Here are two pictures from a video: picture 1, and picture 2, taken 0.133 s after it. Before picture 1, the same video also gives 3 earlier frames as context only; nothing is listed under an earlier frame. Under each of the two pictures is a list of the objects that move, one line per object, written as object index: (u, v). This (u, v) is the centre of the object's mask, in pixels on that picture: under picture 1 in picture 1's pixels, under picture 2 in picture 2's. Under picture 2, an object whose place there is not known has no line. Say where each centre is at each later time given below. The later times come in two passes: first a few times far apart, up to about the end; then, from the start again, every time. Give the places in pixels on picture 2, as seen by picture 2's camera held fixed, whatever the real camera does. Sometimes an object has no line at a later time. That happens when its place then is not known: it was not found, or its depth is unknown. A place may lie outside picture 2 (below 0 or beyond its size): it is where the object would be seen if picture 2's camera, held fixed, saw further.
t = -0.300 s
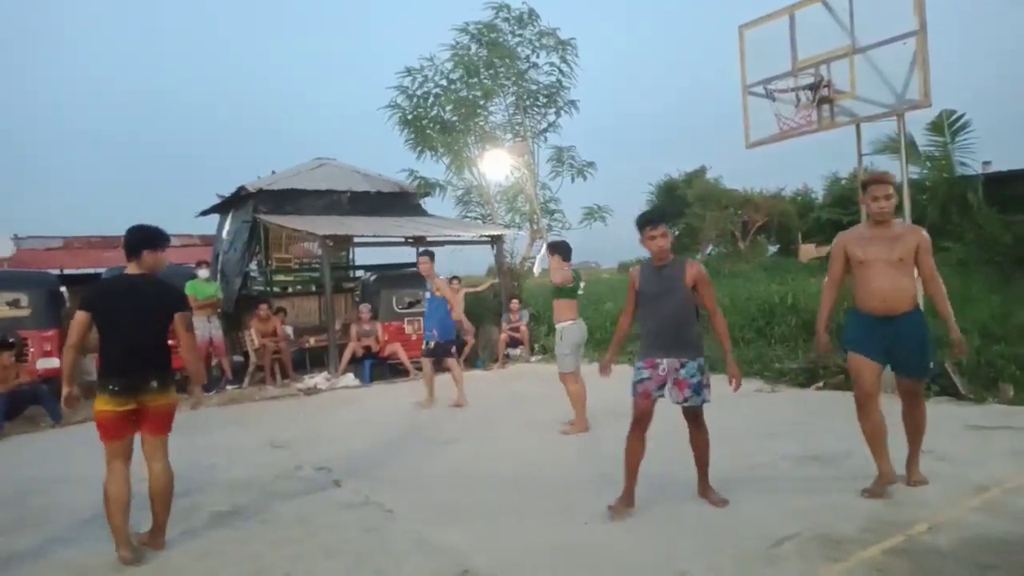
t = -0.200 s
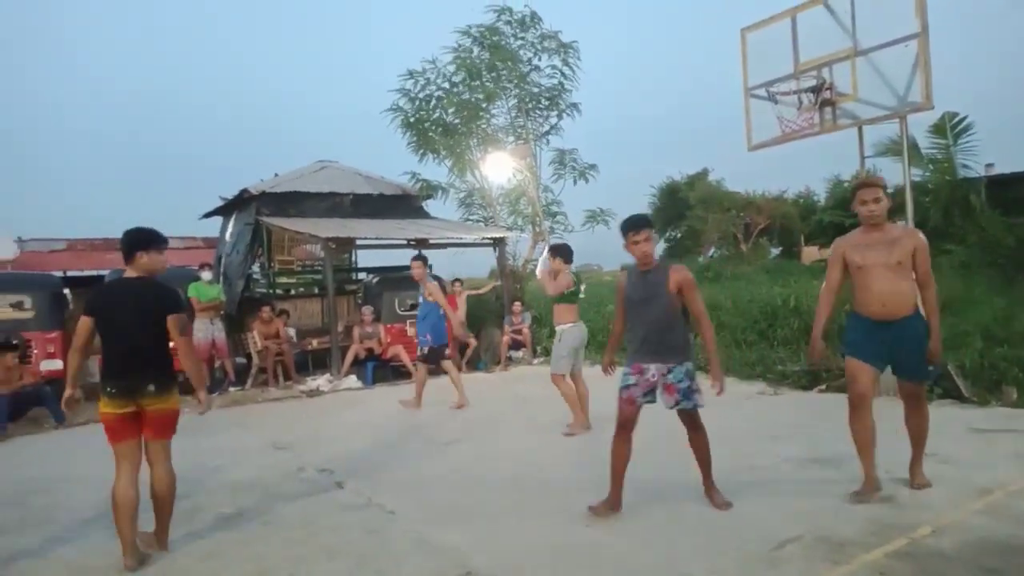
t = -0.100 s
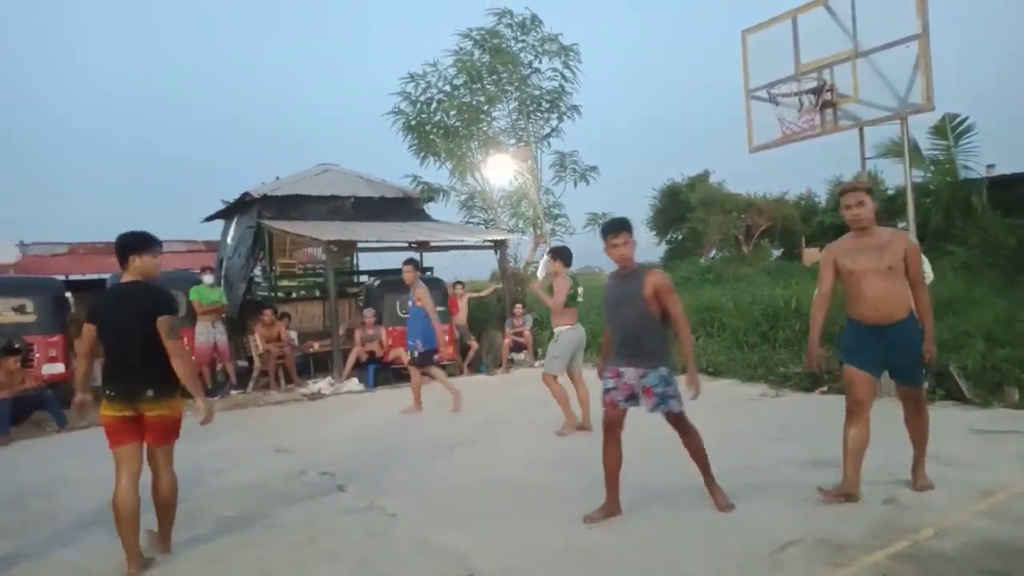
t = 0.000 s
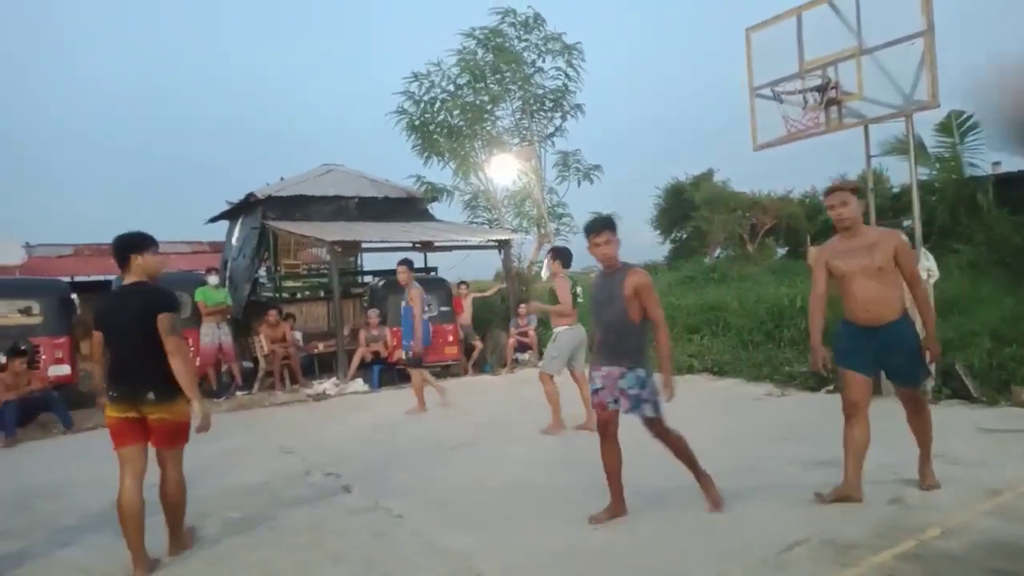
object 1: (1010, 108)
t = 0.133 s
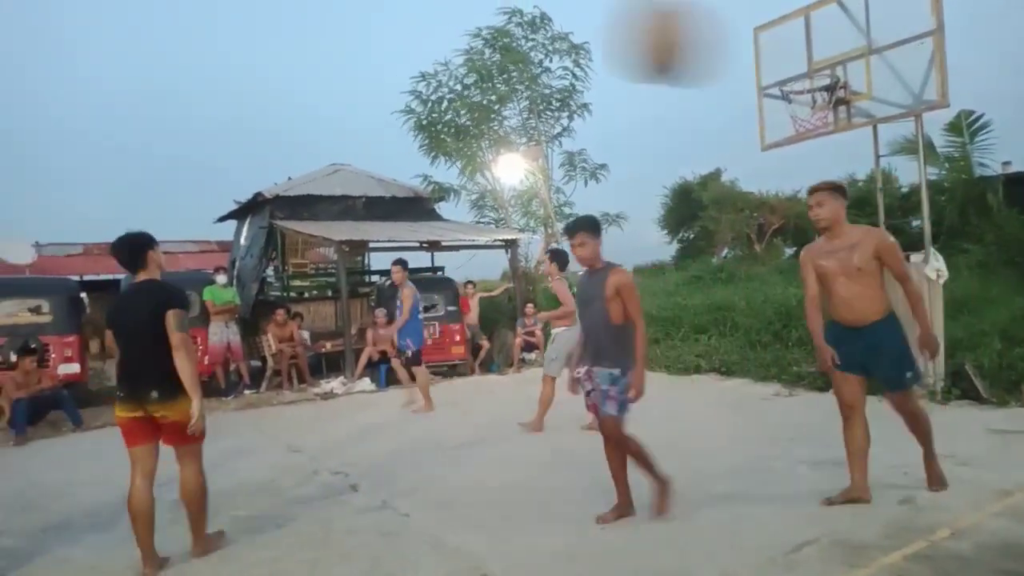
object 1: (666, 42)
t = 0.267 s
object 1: (400, 43)
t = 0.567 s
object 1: (32, 178)
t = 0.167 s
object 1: (598, 38)
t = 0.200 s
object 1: (516, 34)
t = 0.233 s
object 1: (452, 37)
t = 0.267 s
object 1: (400, 43)
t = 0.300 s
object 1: (346, 51)
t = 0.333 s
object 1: (299, 61)
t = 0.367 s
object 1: (251, 73)
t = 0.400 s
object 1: (209, 86)
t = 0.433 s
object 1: (169, 100)
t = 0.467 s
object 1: (132, 117)
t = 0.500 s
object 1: (96, 136)
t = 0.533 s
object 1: (64, 157)
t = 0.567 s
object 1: (32, 178)
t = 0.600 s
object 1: (12, 196)
